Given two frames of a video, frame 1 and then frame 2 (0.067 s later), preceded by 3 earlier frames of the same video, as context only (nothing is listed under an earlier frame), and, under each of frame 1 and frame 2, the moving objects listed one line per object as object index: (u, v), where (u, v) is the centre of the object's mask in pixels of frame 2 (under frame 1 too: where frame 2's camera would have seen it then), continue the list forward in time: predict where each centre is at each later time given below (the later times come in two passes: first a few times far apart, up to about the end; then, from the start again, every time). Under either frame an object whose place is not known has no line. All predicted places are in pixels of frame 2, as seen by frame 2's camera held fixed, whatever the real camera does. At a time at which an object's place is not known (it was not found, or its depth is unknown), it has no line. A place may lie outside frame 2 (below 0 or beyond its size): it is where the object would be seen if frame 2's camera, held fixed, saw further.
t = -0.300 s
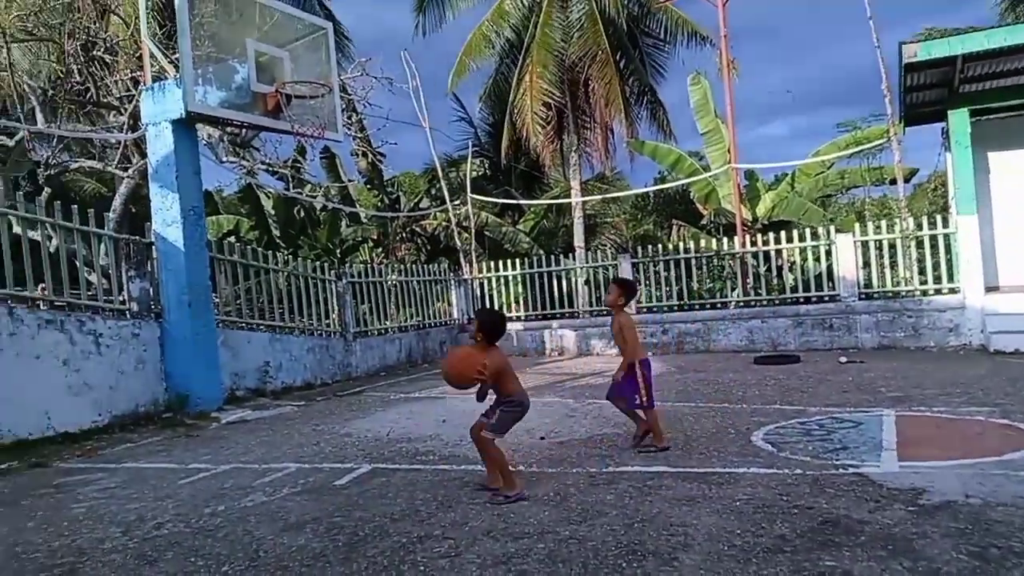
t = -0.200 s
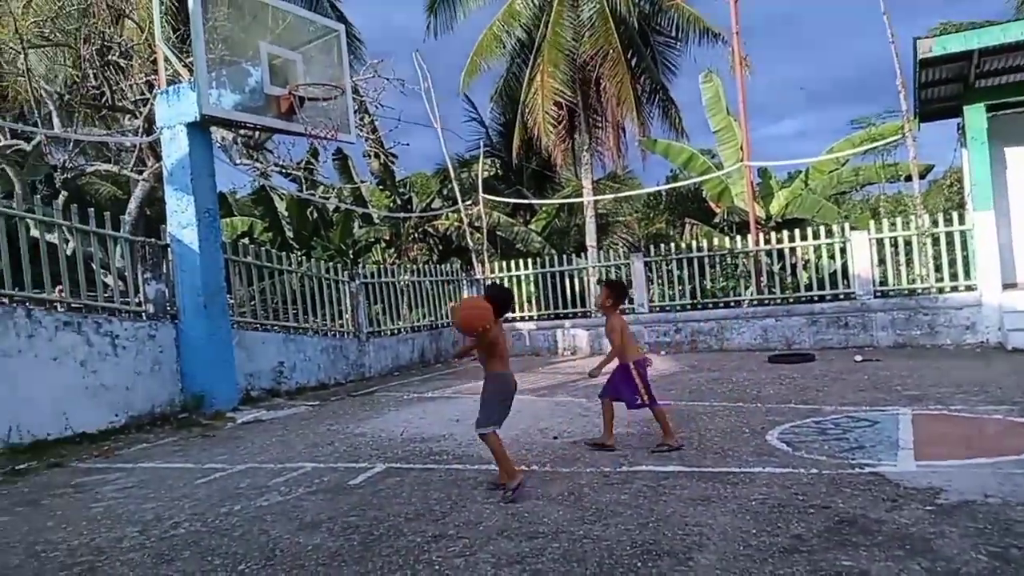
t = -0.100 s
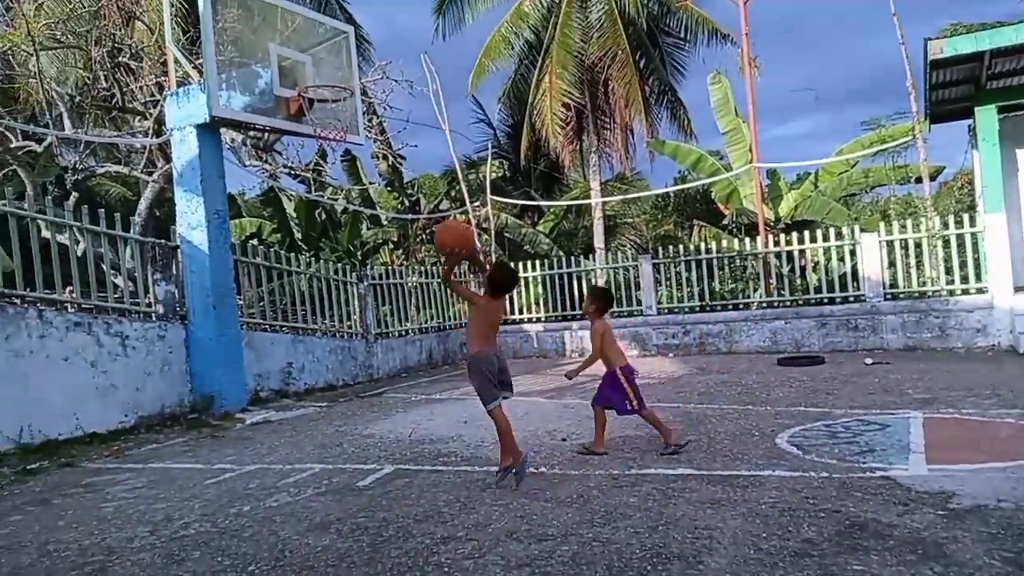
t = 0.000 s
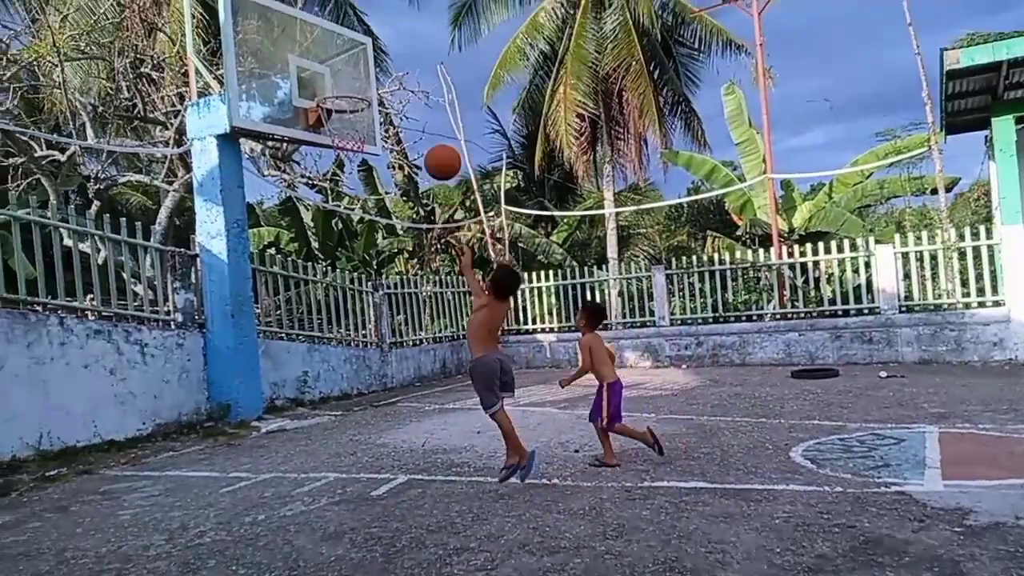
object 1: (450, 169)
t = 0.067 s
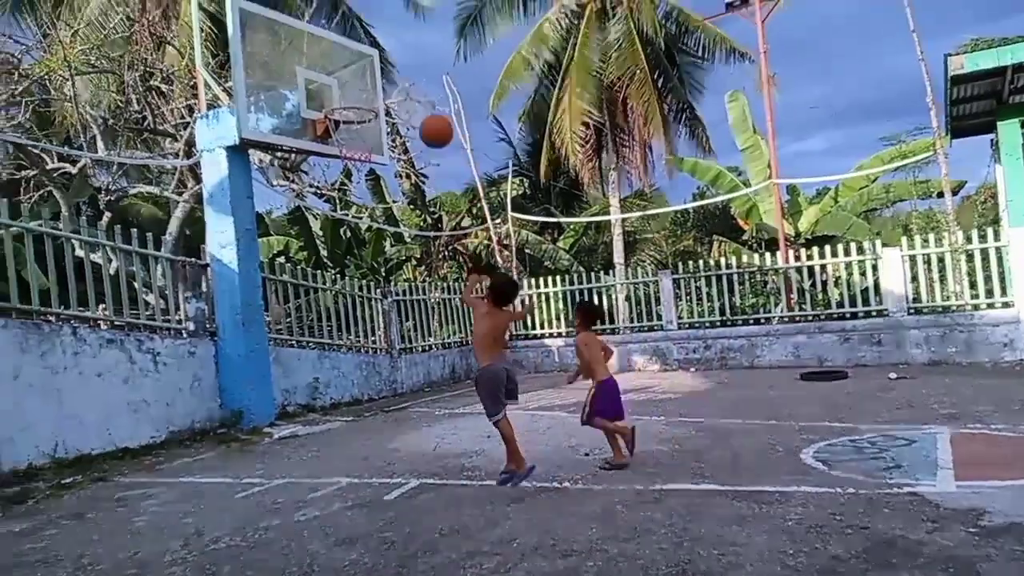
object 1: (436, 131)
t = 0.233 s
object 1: (414, 72)
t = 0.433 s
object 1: (399, 62)
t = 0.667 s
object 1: (387, 105)
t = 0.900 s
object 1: (406, 168)
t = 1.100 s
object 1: (465, 232)
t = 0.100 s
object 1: (431, 115)
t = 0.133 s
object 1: (426, 101)
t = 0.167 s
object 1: (421, 90)
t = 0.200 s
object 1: (417, 80)
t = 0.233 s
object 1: (414, 72)
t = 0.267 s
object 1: (411, 67)
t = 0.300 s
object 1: (405, 62)
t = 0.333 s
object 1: (402, 61)
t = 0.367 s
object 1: (401, 61)
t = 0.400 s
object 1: (400, 60)
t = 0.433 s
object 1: (399, 62)
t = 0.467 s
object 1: (396, 66)
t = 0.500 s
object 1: (393, 69)
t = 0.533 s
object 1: (391, 74)
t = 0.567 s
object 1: (390, 79)
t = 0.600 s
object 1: (389, 88)
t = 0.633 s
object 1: (388, 95)
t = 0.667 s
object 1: (387, 105)
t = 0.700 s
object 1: (387, 115)
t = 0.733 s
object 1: (387, 124)
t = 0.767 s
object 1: (387, 135)
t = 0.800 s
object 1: (386, 147)
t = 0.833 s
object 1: (389, 156)
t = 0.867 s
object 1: (397, 161)
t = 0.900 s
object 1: (406, 168)
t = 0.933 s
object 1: (416, 176)
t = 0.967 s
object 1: (424, 185)
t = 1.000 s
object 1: (434, 195)
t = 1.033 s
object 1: (445, 206)
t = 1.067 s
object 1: (455, 219)
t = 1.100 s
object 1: (465, 232)
